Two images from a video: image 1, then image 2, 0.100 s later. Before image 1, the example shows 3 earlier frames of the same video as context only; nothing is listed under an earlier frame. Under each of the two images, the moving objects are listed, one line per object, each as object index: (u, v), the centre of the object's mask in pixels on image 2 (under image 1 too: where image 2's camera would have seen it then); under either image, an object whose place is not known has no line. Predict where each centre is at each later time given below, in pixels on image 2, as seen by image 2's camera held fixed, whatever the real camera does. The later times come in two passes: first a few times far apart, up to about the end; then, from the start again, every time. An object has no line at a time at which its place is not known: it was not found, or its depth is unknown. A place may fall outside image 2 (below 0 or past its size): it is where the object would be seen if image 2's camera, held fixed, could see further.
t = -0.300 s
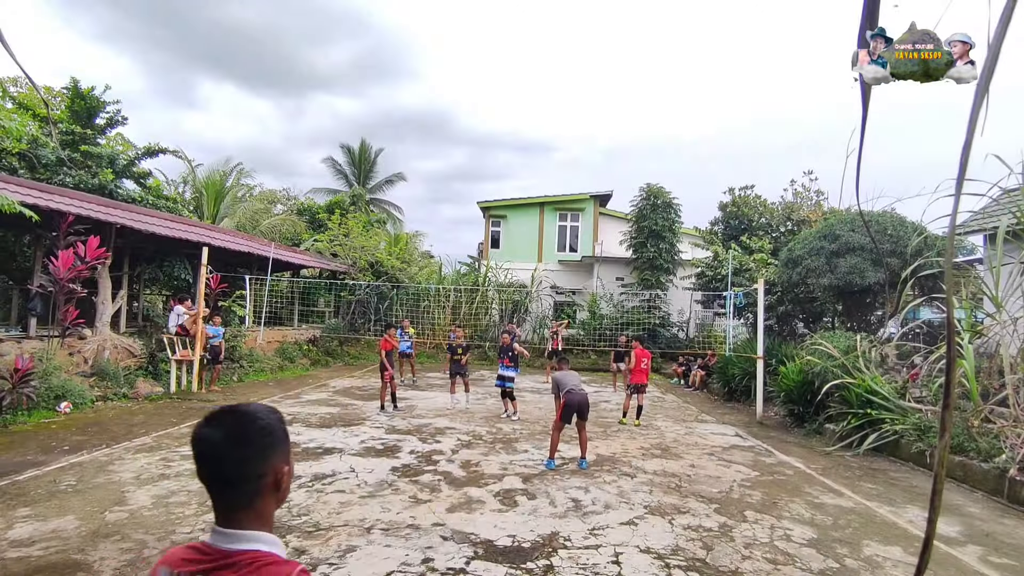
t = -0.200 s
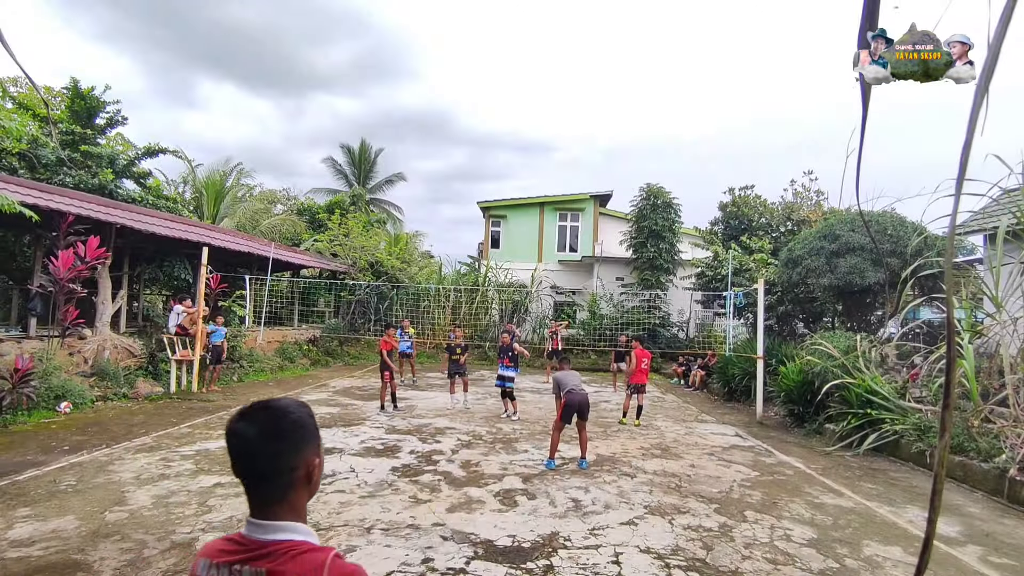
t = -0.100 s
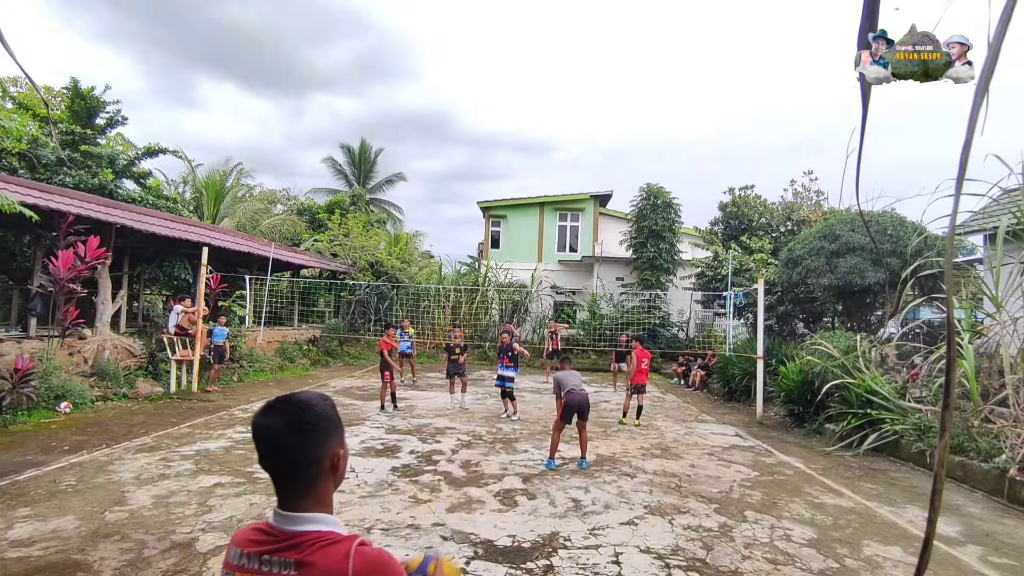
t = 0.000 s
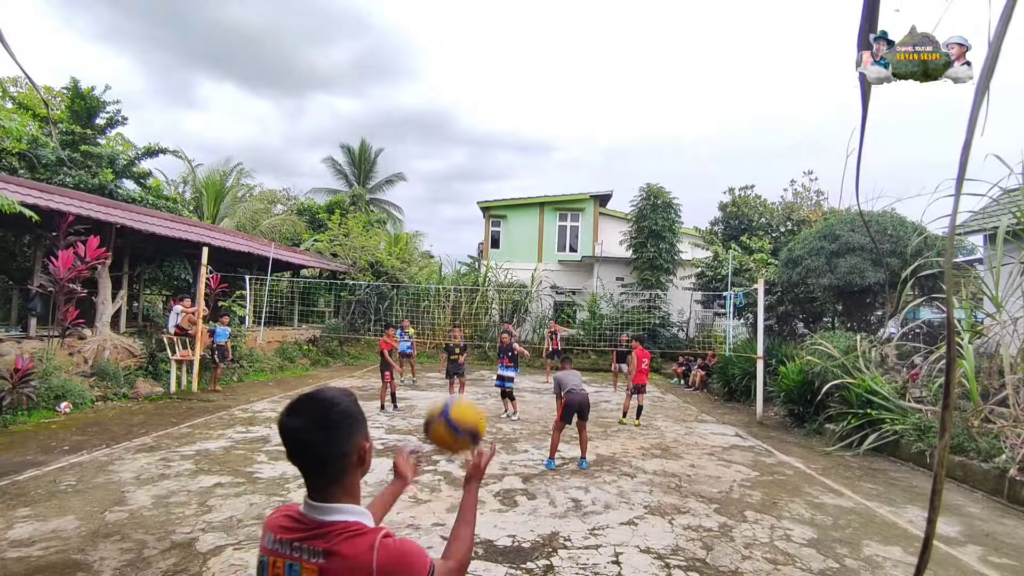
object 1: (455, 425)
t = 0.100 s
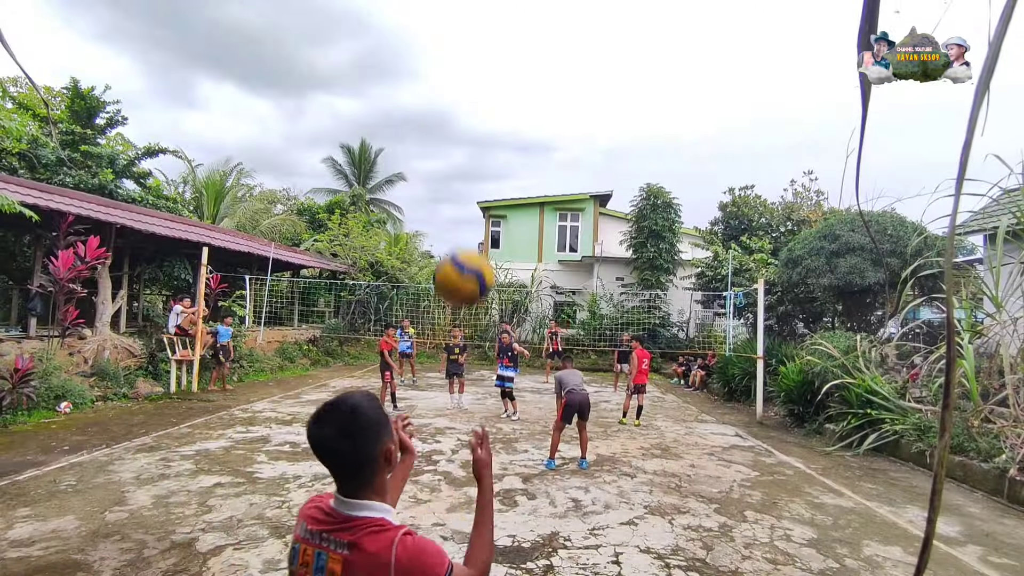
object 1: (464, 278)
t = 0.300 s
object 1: (477, 81)
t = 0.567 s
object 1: (490, 11)
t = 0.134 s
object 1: (466, 235)
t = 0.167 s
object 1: (468, 197)
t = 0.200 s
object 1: (470, 163)
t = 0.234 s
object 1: (472, 132)
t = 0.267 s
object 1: (475, 105)
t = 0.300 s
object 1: (477, 81)
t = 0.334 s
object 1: (479, 59)
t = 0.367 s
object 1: (481, 41)
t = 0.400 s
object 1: (482, 27)
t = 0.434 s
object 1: (484, 20)
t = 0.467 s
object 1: (486, 15)
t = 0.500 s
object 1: (487, 13)
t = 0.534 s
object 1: (489, 11)
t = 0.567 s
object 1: (490, 11)
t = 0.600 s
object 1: (491, 11)
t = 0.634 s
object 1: (492, 13)
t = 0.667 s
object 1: (492, 16)
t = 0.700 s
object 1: (492, 21)
